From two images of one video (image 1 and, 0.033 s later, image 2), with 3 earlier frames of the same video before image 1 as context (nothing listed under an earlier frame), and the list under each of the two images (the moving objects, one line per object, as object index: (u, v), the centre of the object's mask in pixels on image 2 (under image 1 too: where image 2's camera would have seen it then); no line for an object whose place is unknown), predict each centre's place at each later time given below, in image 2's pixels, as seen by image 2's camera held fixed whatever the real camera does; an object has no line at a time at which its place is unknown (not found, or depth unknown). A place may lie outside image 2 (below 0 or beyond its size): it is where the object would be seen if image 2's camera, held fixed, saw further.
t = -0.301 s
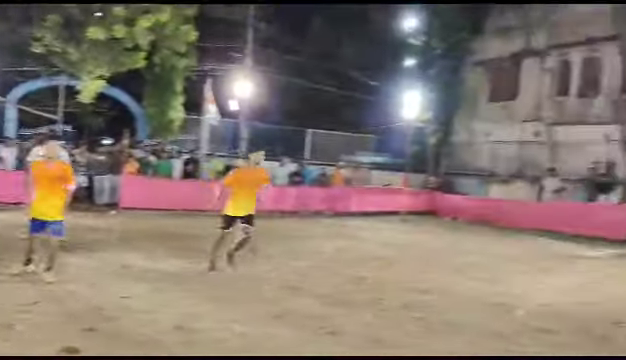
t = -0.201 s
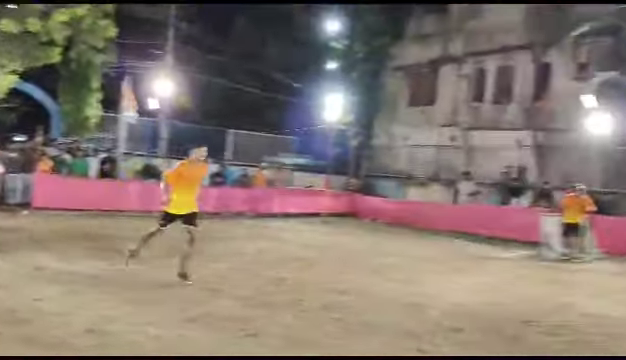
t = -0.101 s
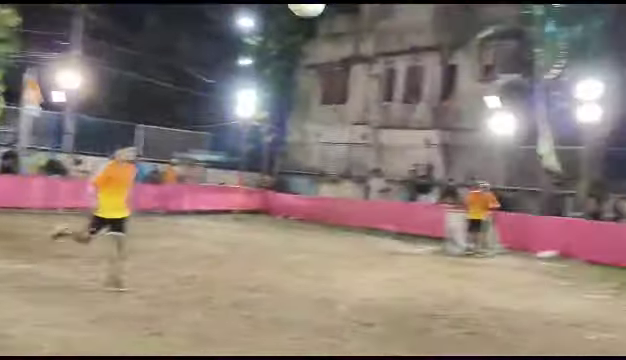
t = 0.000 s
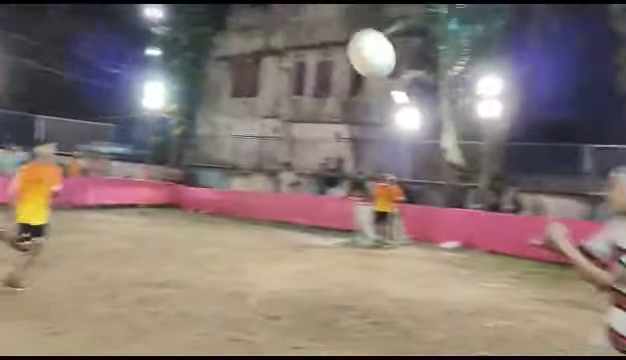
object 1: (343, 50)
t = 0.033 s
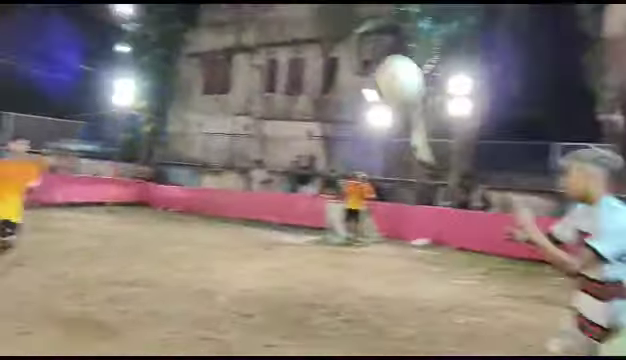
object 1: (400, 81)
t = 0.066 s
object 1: (461, 115)
